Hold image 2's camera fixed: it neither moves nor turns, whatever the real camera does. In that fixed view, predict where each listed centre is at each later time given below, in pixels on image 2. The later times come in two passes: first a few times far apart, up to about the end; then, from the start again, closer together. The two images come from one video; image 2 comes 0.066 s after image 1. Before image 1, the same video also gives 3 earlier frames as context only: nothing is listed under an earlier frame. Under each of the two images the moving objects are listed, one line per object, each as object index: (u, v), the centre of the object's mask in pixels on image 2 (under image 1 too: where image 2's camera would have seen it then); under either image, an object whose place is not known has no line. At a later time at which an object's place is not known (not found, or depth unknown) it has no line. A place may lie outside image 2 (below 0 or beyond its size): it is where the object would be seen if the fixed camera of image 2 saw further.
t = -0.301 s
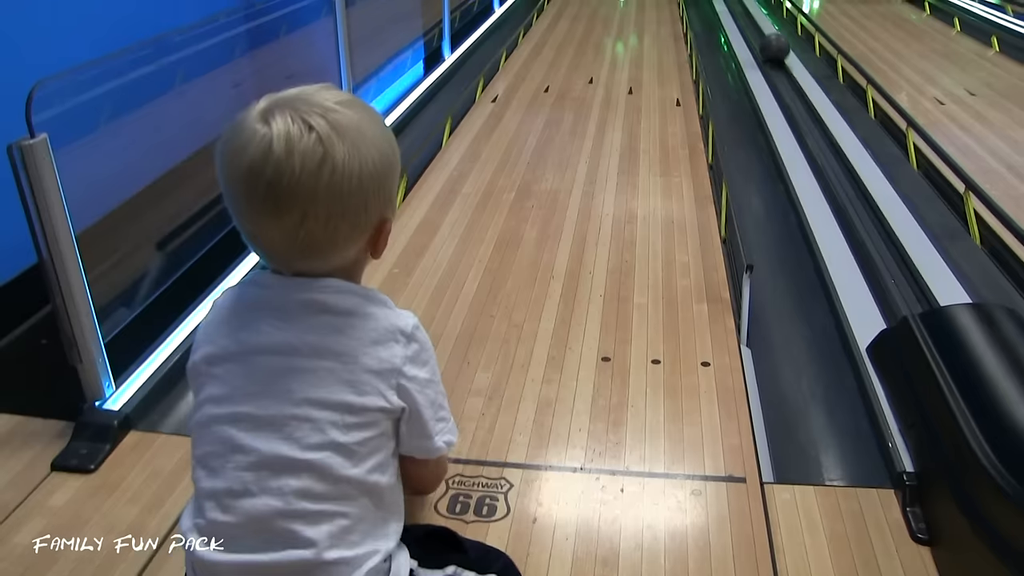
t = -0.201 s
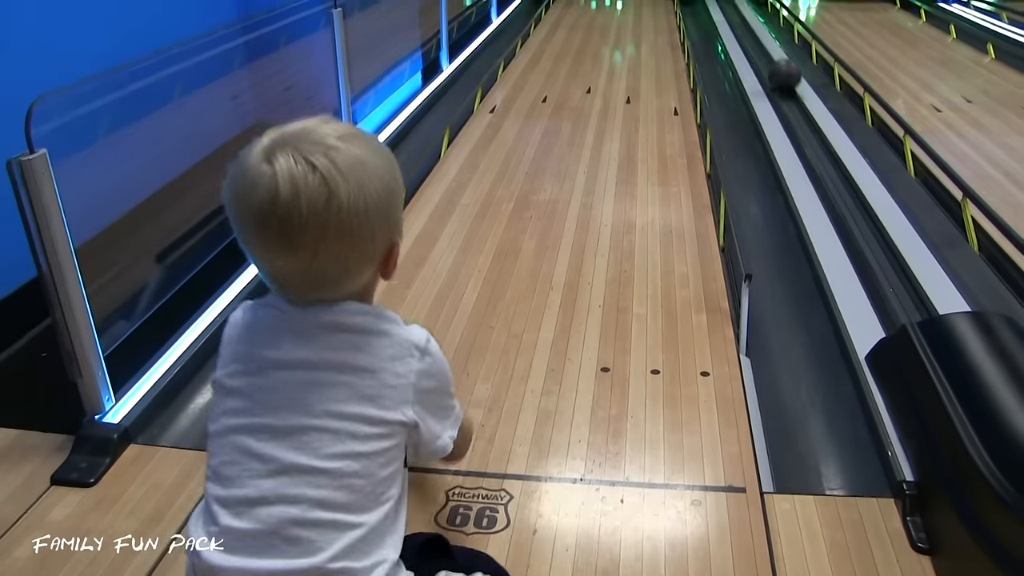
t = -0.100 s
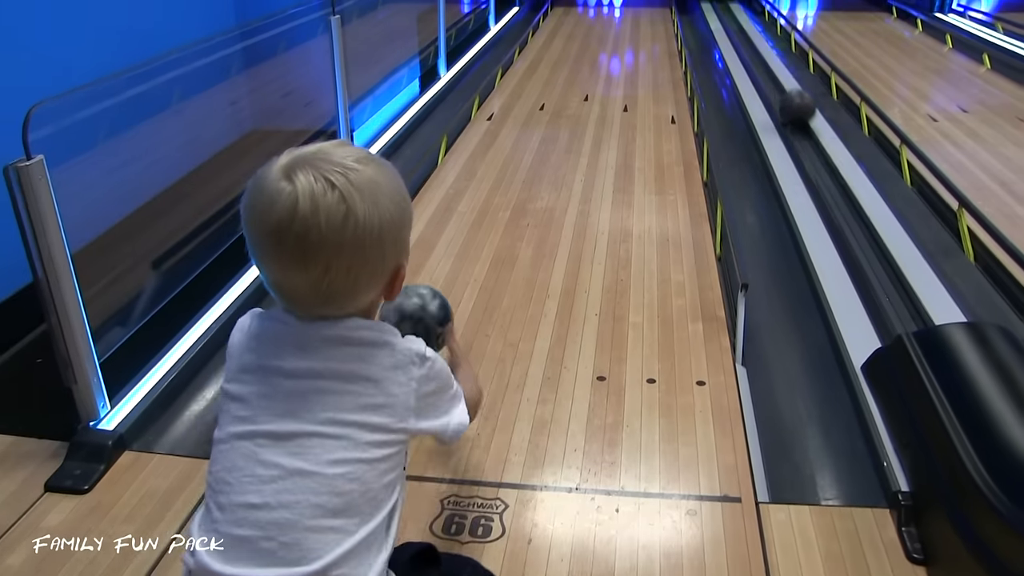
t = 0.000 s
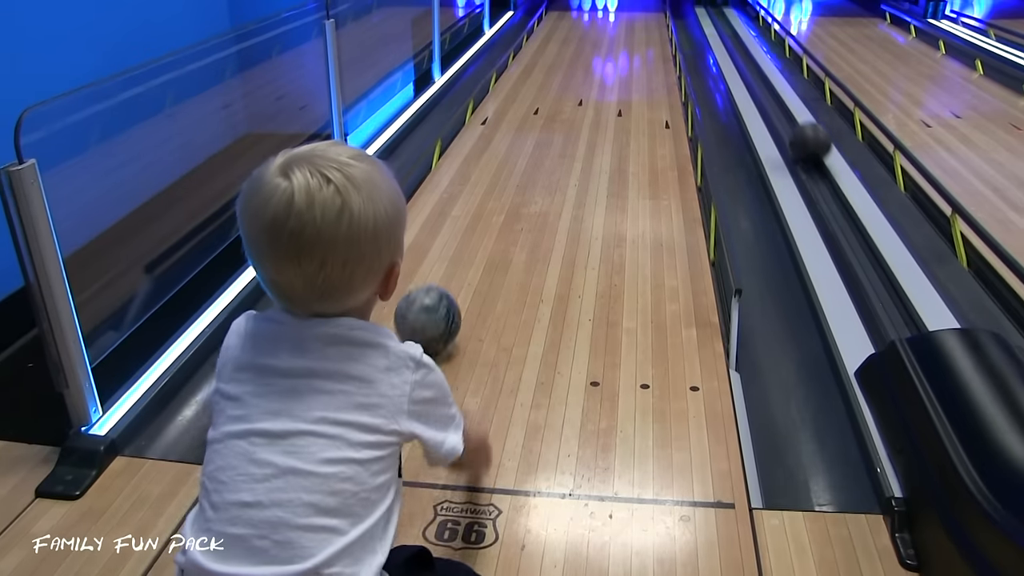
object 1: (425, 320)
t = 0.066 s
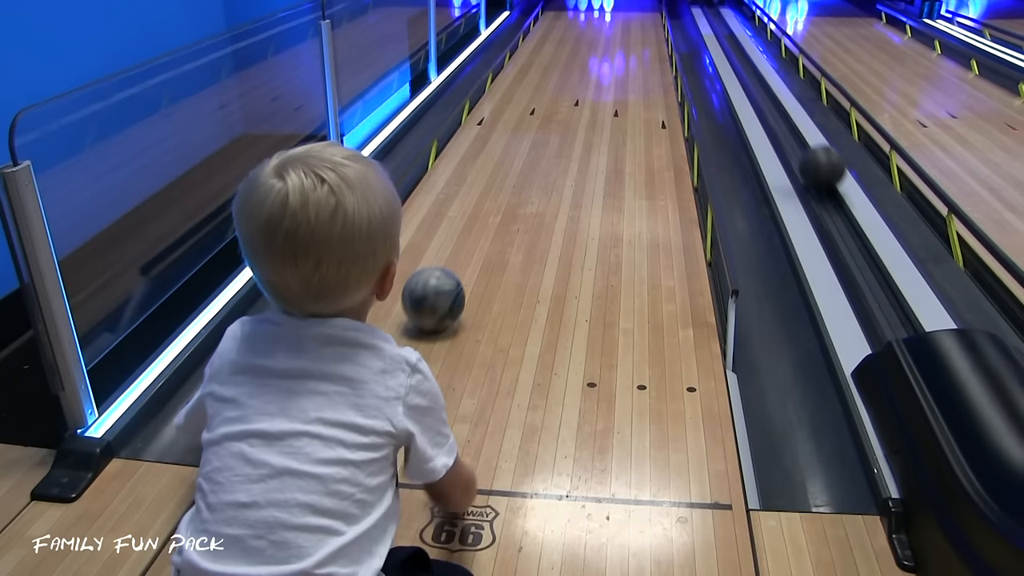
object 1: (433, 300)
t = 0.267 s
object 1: (457, 248)
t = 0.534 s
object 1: (481, 196)
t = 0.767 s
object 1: (498, 162)
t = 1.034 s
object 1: (514, 131)
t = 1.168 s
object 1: (521, 118)
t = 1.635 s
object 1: (541, 82)
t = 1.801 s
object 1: (547, 72)
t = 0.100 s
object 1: (437, 290)
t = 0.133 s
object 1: (442, 280)
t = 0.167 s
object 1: (446, 271)
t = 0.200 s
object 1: (449, 263)
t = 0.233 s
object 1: (453, 256)
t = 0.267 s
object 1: (457, 248)
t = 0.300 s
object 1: (460, 240)
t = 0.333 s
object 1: (463, 233)
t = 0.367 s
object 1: (466, 226)
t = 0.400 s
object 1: (470, 219)
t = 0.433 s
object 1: (472, 214)
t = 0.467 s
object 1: (476, 208)
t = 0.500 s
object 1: (478, 202)
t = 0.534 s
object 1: (481, 196)
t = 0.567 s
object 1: (483, 191)
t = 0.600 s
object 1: (486, 186)
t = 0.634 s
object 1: (489, 181)
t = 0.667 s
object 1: (491, 176)
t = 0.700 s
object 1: (493, 172)
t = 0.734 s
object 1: (496, 166)
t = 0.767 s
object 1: (498, 162)
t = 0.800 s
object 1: (500, 157)
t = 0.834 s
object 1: (503, 153)
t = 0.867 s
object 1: (505, 149)
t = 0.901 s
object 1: (507, 145)
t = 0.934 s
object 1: (509, 142)
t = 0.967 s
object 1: (511, 138)
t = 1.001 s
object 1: (513, 134)
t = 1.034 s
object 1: (514, 131)
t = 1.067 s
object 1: (516, 128)
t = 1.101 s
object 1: (518, 125)
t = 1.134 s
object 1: (519, 121)
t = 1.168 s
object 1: (521, 118)
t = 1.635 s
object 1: (541, 82)
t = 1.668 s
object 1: (543, 80)
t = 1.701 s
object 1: (543, 77)
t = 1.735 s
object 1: (545, 75)
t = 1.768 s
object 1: (545, 73)
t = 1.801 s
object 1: (547, 72)
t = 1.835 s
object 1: (548, 69)
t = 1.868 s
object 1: (550, 67)
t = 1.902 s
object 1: (551, 64)
